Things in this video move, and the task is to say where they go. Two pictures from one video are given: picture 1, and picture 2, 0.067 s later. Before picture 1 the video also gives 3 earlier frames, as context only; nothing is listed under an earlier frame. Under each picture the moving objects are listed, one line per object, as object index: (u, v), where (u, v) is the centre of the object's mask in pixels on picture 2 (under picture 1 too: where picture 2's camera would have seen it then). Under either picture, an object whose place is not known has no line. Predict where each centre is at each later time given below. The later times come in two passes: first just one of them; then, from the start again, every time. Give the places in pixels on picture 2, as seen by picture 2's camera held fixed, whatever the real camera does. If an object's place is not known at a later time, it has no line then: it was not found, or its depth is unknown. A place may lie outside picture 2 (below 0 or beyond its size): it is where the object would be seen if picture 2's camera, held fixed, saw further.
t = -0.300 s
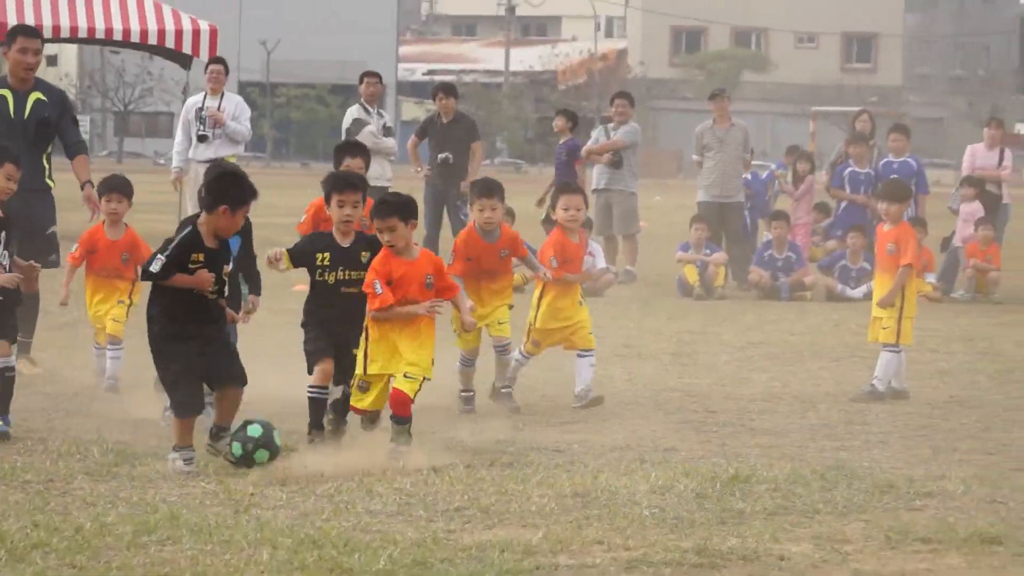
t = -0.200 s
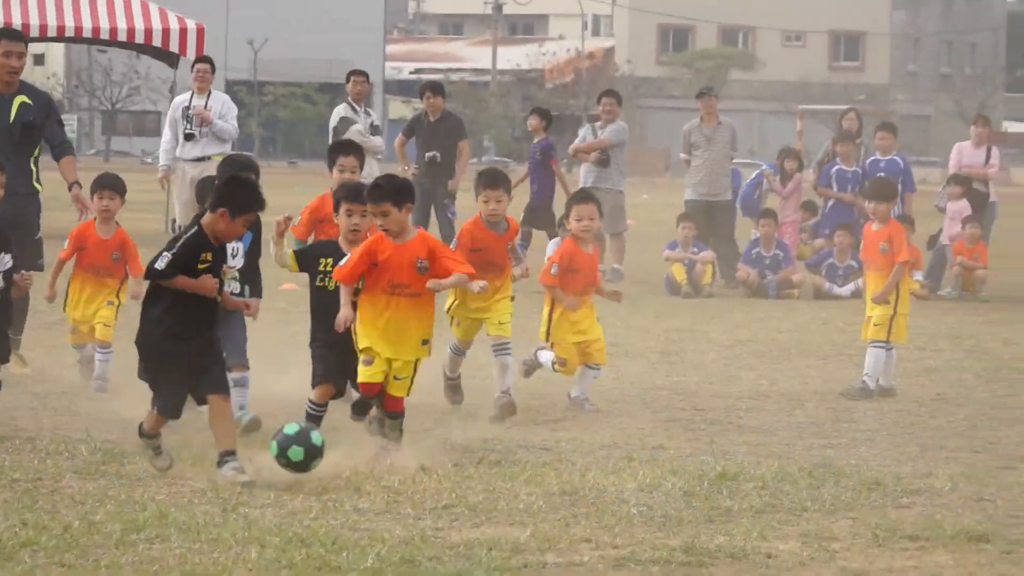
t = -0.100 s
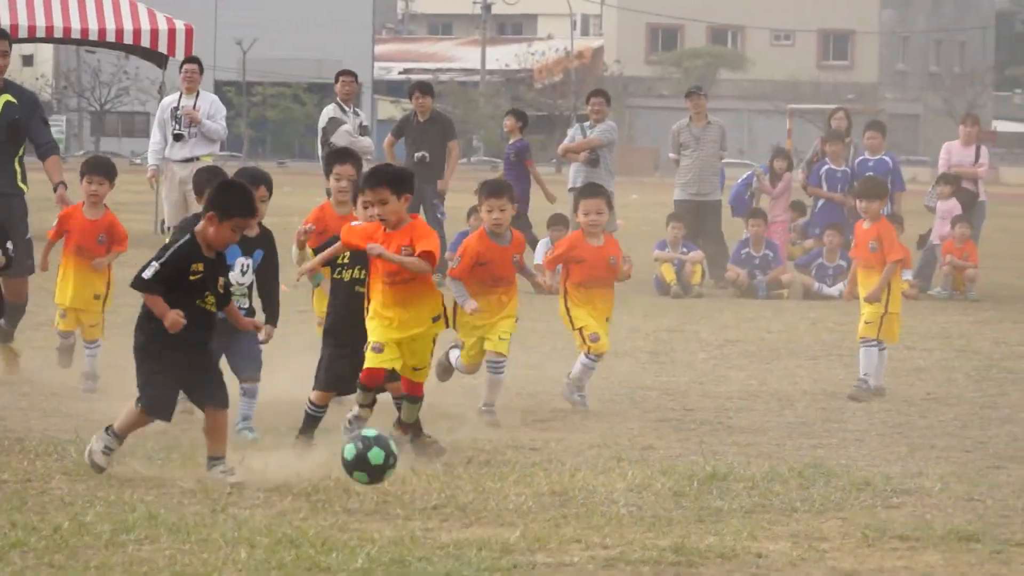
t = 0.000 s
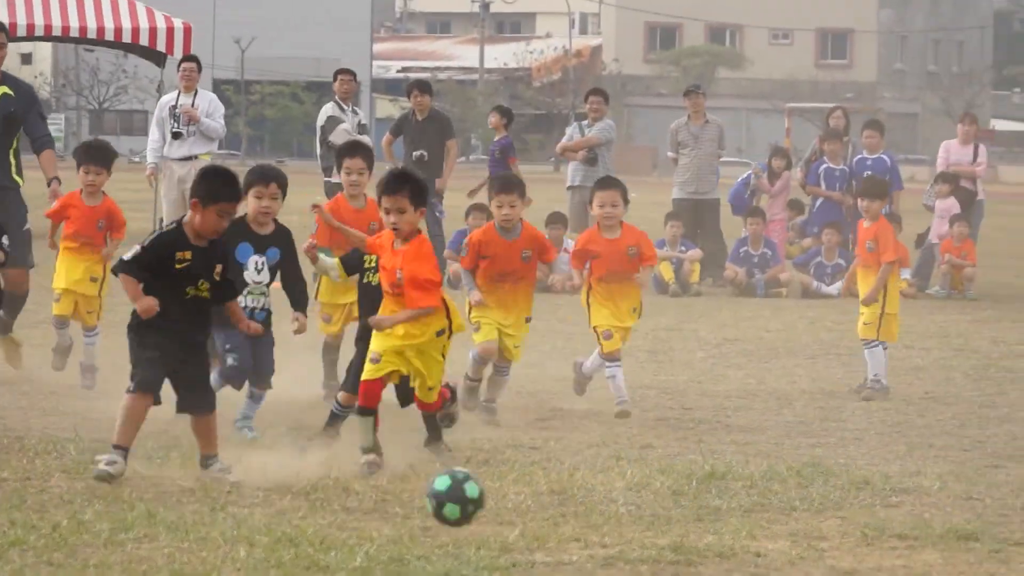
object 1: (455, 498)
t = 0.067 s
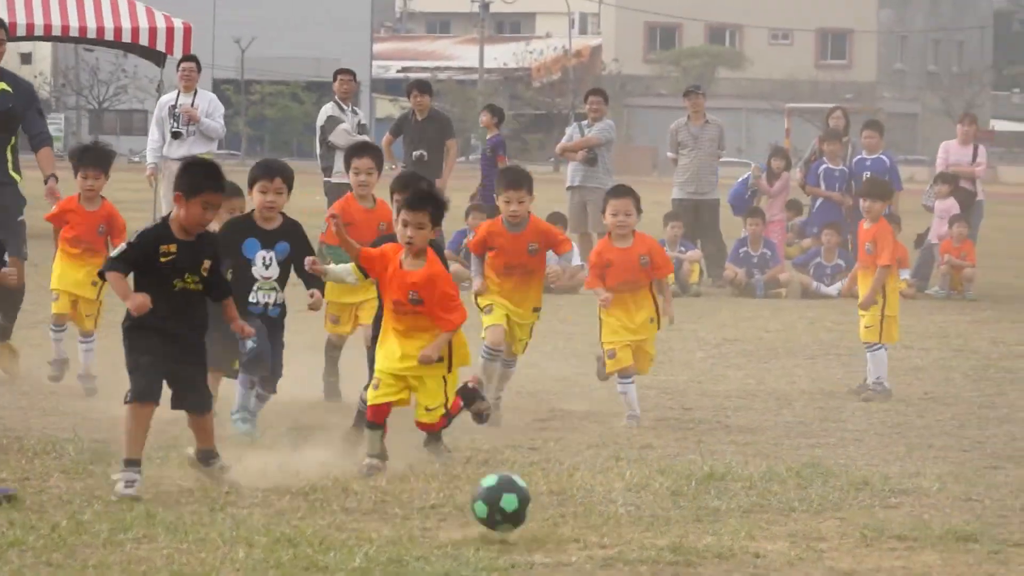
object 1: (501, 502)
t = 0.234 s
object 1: (596, 489)
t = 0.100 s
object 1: (519, 493)
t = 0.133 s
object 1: (538, 487)
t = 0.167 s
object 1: (557, 485)
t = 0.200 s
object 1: (577, 486)
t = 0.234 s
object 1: (596, 489)
